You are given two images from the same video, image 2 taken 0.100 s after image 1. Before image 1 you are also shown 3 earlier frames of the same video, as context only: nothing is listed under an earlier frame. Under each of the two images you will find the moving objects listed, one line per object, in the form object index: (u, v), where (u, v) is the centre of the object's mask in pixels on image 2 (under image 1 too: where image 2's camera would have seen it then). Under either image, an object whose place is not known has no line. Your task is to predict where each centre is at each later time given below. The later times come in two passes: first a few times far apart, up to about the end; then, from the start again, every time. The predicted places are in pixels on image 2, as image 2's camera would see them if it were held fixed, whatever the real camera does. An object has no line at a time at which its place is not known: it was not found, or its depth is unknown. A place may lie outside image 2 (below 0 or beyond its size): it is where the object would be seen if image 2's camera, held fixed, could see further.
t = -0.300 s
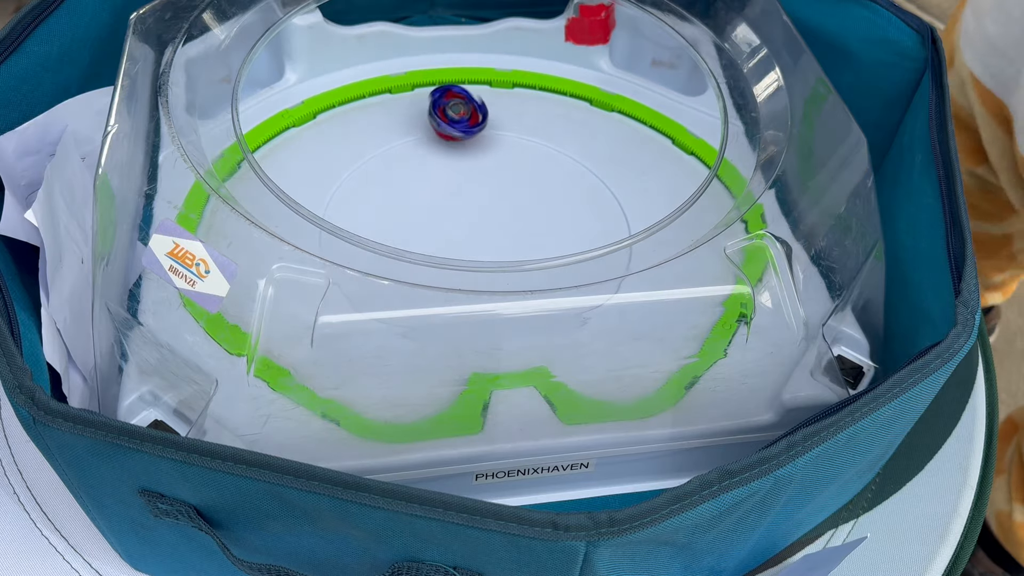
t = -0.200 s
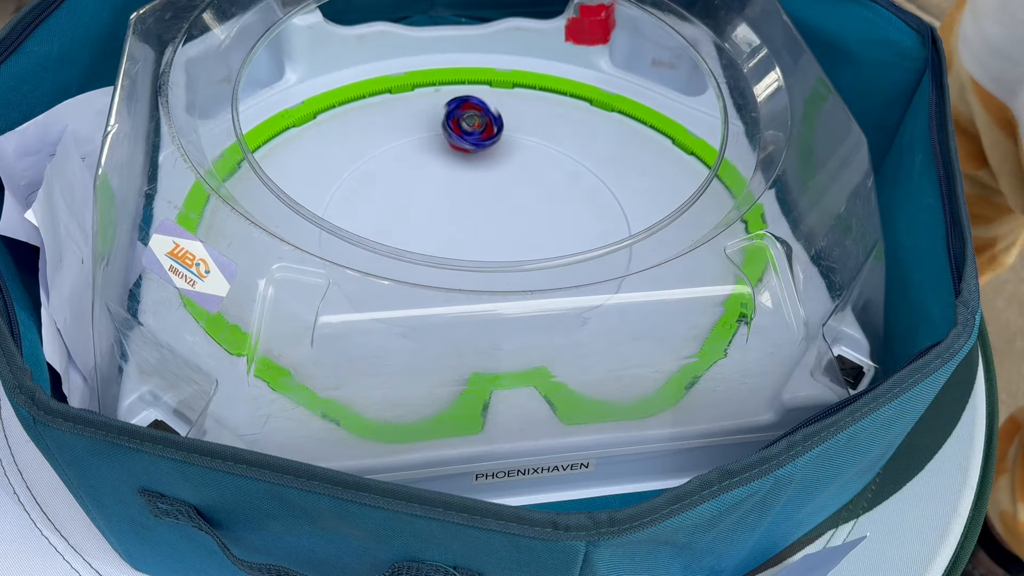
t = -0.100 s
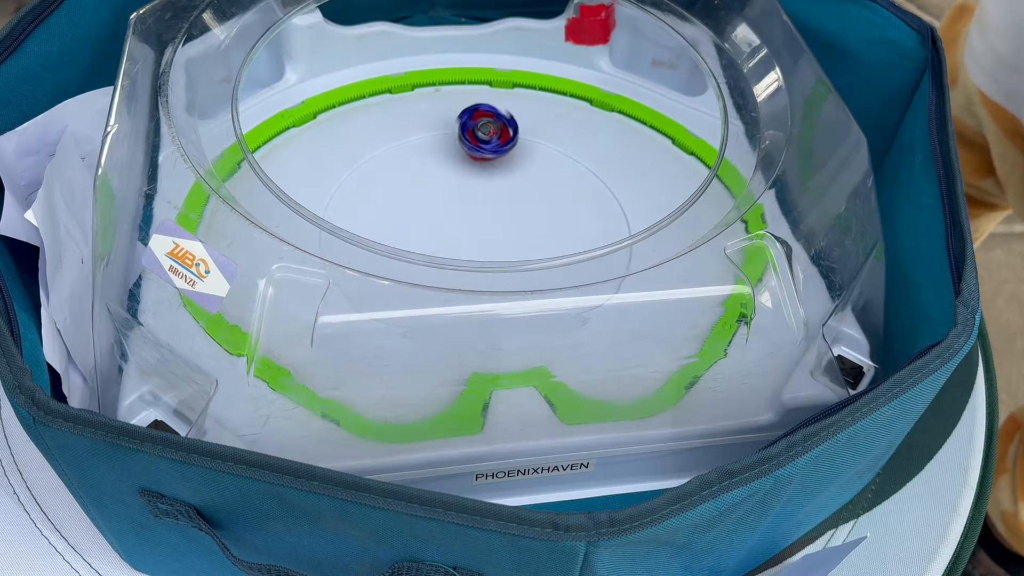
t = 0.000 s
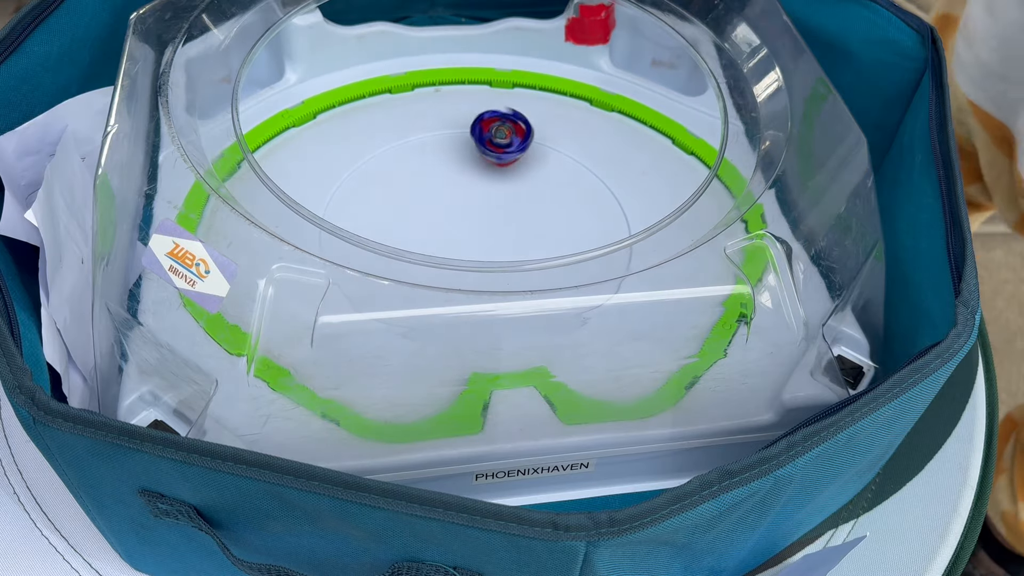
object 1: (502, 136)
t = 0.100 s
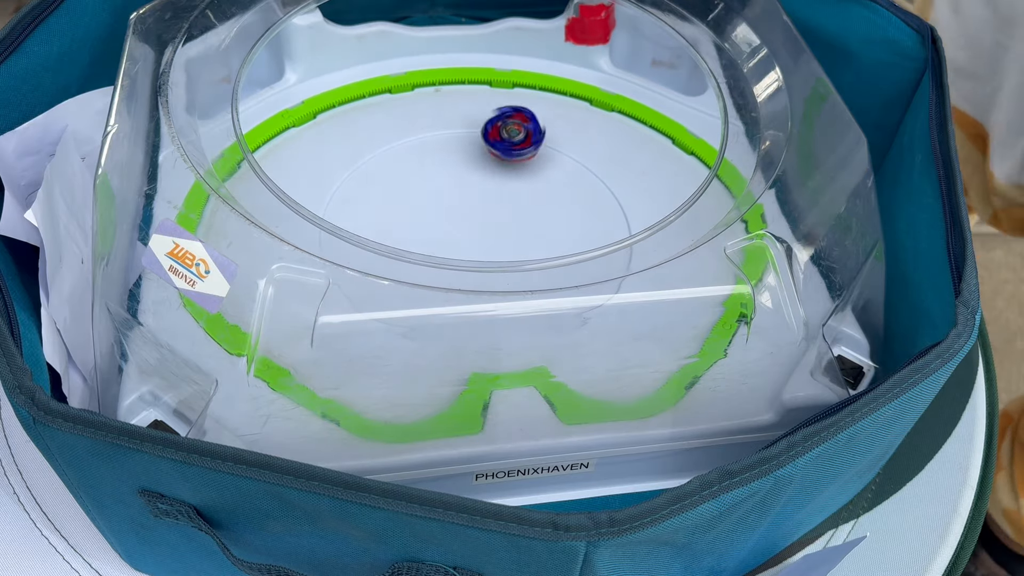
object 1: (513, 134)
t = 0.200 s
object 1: (511, 139)
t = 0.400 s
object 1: (517, 192)
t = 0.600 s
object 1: (559, 229)
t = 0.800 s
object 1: (560, 225)
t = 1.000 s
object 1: (481, 233)
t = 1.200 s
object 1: (433, 268)
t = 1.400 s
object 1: (461, 255)
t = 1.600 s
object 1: (450, 200)
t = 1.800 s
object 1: (388, 178)
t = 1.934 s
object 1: (391, 197)
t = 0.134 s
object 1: (514, 133)
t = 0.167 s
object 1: (513, 135)
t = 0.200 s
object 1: (511, 139)
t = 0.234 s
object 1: (510, 145)
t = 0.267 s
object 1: (509, 153)
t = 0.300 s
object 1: (509, 162)
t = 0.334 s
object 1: (510, 171)
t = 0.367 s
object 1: (513, 181)
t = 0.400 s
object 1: (517, 192)
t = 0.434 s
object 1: (523, 201)
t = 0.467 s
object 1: (529, 210)
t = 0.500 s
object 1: (536, 217)
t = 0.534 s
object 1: (545, 223)
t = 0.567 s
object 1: (552, 227)
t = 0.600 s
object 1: (559, 229)
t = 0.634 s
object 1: (566, 229)
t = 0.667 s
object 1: (570, 229)
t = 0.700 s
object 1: (570, 228)
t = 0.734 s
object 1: (570, 228)
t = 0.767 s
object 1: (566, 226)
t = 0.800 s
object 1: (560, 225)
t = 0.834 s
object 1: (550, 225)
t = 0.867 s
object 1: (538, 224)
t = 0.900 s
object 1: (525, 225)
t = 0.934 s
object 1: (510, 228)
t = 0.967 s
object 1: (496, 230)
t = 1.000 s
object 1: (481, 233)
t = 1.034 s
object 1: (467, 236)
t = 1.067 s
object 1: (455, 238)
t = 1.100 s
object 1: (446, 241)
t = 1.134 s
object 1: (438, 252)
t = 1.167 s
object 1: (435, 257)
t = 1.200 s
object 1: (433, 268)
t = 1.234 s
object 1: (436, 269)
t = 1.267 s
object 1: (441, 271)
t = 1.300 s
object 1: (445, 271)
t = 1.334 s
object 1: (451, 259)
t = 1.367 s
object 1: (456, 259)
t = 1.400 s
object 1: (461, 255)
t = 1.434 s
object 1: (465, 242)
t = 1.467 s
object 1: (465, 238)
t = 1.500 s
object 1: (460, 231)
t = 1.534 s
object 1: (457, 221)
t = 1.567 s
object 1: (455, 210)
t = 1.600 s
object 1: (450, 200)
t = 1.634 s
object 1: (438, 191)
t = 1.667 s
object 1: (426, 184)
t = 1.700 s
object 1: (416, 178)
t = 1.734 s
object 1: (406, 177)
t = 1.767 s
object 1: (395, 176)
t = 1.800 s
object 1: (388, 178)
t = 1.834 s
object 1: (384, 181)
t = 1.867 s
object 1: (384, 185)
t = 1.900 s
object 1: (386, 190)
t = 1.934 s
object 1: (391, 197)
